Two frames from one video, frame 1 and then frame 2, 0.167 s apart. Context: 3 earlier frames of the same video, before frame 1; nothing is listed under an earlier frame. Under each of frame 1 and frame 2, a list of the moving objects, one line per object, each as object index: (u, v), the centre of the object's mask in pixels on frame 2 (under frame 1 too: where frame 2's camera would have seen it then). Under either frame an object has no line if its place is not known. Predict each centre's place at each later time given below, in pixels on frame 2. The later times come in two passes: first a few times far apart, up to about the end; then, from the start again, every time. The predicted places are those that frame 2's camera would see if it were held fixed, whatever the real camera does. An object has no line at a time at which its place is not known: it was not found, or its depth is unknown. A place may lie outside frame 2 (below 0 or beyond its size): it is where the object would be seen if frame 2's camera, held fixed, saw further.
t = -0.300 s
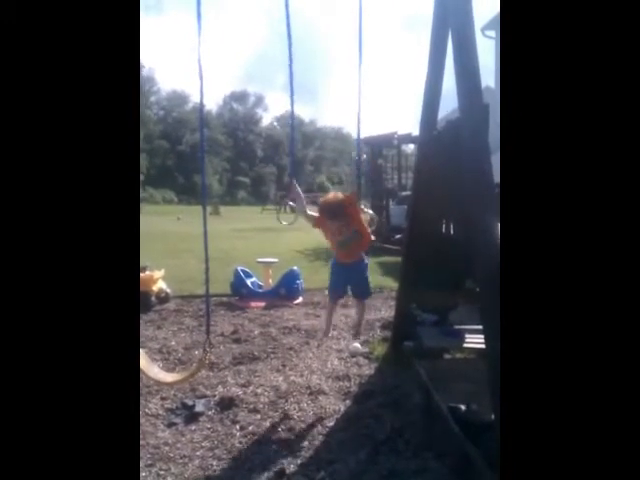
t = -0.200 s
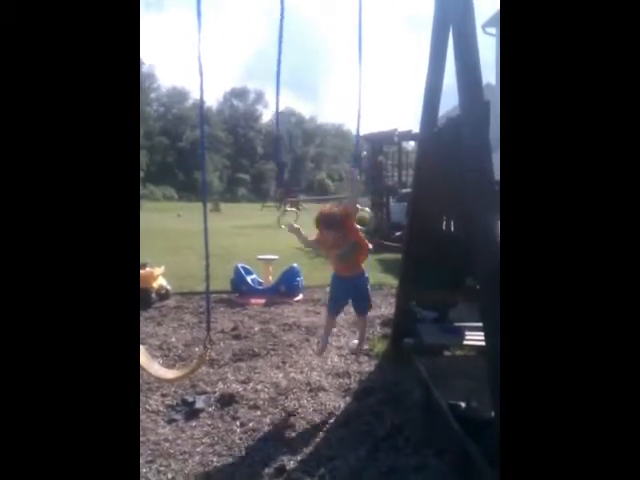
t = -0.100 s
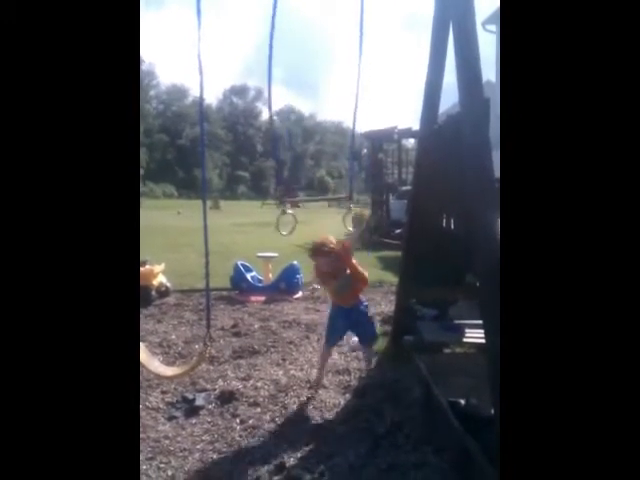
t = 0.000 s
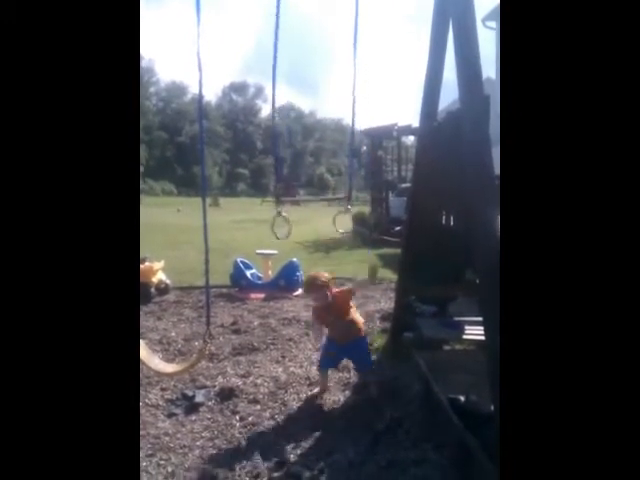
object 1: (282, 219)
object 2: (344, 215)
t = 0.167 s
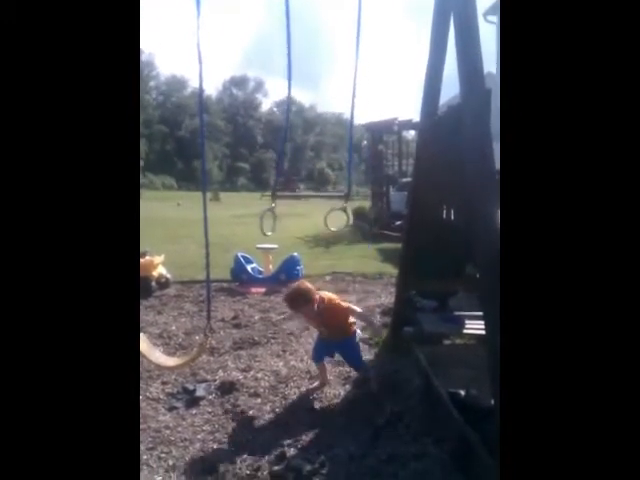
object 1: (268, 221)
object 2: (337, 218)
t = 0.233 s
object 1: (265, 220)
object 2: (338, 220)
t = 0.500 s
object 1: (272, 216)
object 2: (356, 221)
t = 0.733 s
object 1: (275, 215)
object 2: (370, 218)
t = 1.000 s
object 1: (289, 222)
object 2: (379, 219)
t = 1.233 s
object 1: (312, 218)
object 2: (387, 220)
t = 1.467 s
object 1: (304, 214)
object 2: (375, 220)
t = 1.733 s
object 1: (294, 204)
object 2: (371, 213)
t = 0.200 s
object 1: (266, 221)
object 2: (338, 219)
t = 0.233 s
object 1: (265, 220)
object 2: (338, 220)
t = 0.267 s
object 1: (263, 220)
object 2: (339, 221)
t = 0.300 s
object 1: (263, 219)
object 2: (341, 222)
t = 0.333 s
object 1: (263, 220)
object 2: (343, 223)
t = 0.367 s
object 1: (264, 219)
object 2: (346, 224)
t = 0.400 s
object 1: (266, 218)
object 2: (349, 222)
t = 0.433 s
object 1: (268, 217)
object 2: (351, 222)
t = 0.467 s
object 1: (270, 217)
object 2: (355, 217)
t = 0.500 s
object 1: (272, 216)
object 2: (356, 221)
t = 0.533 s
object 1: (274, 215)
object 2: (359, 221)
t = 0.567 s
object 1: (275, 215)
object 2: (362, 222)
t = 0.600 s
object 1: (276, 214)
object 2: (368, 217)
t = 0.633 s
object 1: (276, 214)
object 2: (369, 215)
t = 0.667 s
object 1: (276, 214)
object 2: (369, 216)
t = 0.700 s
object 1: (276, 215)
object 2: (370, 217)
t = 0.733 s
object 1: (275, 215)
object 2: (370, 218)
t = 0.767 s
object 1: (275, 215)
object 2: (370, 218)
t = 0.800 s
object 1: (275, 215)
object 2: (370, 217)
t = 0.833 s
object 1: (276, 217)
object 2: (370, 217)
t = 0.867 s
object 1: (277, 218)
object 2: (371, 217)
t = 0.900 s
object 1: (279, 219)
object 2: (372, 217)
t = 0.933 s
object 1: (282, 220)
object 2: (373, 217)
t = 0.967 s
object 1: (286, 221)
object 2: (382, 211)
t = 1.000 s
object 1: (289, 222)
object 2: (379, 219)
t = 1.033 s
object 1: (294, 222)
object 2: (381, 220)
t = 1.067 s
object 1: (298, 222)
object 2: (383, 220)
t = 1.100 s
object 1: (301, 221)
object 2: (384, 220)
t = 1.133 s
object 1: (305, 220)
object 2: (386, 220)
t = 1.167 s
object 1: (308, 219)
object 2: (386, 220)
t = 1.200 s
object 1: (310, 218)
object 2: (387, 220)
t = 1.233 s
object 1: (312, 218)
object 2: (387, 220)
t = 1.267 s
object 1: (313, 216)
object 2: (387, 220)
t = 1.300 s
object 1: (314, 216)
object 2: (386, 220)
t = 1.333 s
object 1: (313, 216)
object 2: (385, 221)
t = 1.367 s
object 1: (311, 216)
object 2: (383, 222)
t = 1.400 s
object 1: (309, 216)
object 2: (380, 223)
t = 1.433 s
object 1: (307, 215)
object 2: (377, 222)
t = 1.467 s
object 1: (304, 214)
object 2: (375, 220)
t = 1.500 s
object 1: (303, 211)
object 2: (373, 215)
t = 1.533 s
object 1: (300, 211)
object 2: (376, 218)
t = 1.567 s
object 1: (301, 206)
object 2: (374, 218)
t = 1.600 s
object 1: (297, 208)
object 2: (372, 220)
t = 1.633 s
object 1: (296, 207)
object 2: (373, 214)
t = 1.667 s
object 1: (294, 205)
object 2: (369, 214)
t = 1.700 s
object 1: (296, 201)
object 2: (371, 212)
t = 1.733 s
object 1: (294, 204)
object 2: (371, 213)
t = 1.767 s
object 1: (293, 204)
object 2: (371, 208)
